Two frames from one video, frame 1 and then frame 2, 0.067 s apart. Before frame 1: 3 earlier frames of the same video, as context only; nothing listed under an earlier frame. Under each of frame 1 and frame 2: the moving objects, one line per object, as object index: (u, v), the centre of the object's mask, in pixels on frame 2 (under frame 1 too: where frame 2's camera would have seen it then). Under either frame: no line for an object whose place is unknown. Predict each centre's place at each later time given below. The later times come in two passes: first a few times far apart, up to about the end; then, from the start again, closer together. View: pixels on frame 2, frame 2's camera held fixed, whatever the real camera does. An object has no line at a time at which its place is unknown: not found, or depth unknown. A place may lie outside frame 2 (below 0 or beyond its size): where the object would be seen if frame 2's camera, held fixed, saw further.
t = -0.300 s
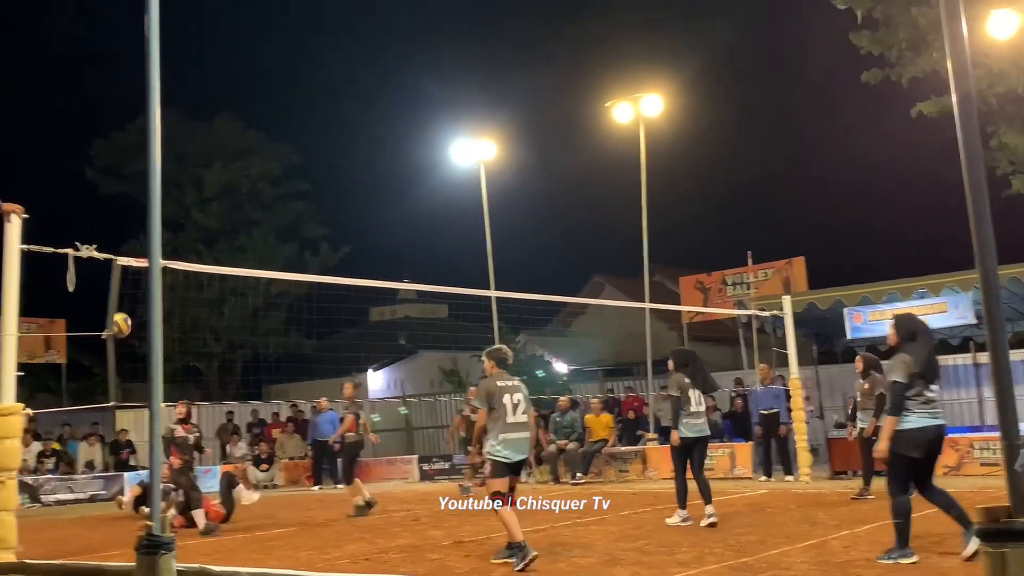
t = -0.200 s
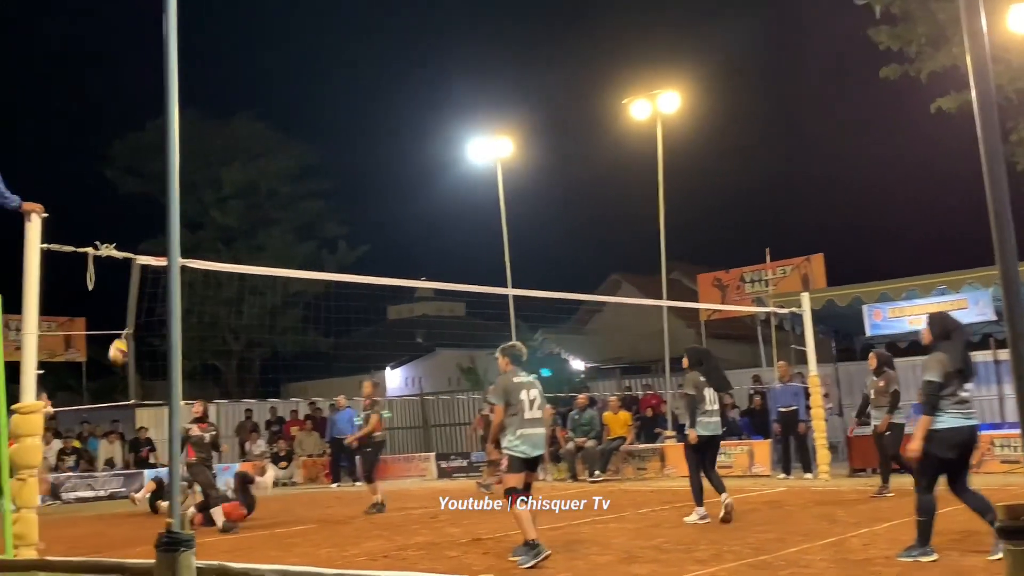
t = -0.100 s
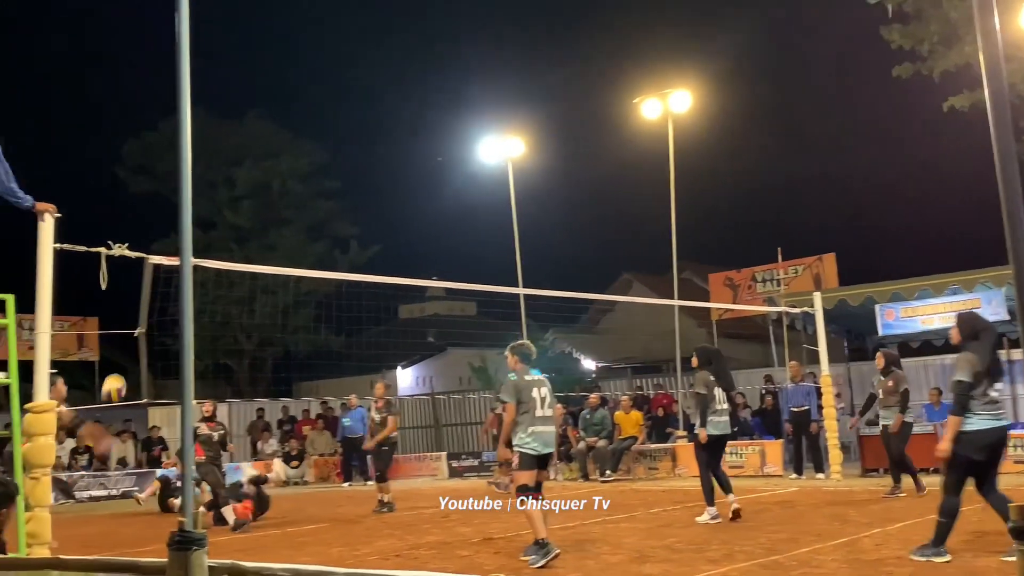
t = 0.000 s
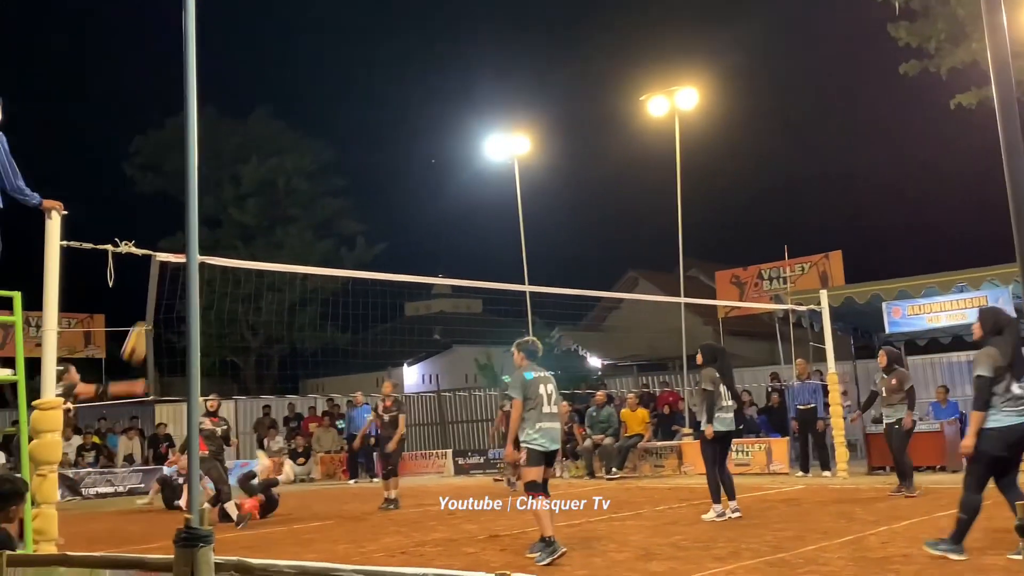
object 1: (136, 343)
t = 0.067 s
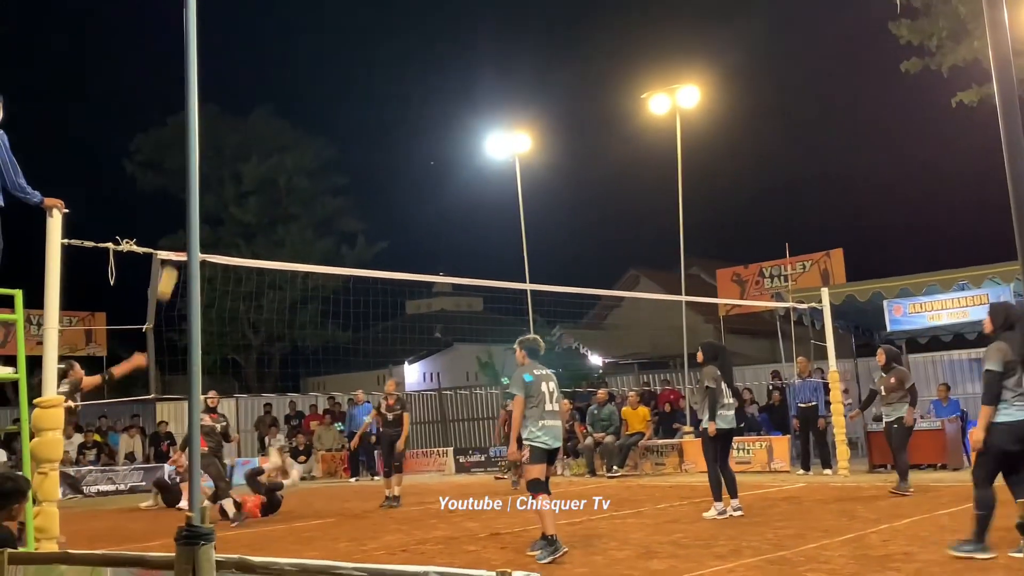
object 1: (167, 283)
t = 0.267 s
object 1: (225, 159)
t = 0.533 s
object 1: (292, 72)
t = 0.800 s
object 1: (348, 56)
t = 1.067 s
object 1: (398, 95)
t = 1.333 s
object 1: (443, 180)
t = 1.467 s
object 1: (464, 237)
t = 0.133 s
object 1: (180, 237)
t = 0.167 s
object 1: (203, 210)
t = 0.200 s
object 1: (208, 193)
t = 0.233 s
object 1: (215, 175)
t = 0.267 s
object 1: (225, 159)
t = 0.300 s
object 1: (234, 143)
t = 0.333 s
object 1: (243, 129)
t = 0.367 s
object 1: (252, 117)
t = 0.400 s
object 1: (260, 106)
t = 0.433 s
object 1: (269, 96)
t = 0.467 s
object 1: (276, 86)
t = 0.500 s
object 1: (284, 79)
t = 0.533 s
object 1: (292, 72)
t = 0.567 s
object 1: (299, 67)
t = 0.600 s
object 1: (306, 62)
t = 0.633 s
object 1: (314, 59)
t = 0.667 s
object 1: (321, 56)
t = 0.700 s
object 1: (328, 55)
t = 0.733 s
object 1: (335, 54)
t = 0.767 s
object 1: (341, 55)
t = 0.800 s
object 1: (348, 56)
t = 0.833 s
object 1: (354, 58)
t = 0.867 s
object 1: (361, 61)
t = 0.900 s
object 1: (367, 65)
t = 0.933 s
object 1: (374, 69)
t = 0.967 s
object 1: (380, 75)
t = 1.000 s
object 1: (386, 81)
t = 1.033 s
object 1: (392, 88)
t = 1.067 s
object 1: (398, 95)
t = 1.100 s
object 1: (404, 103)
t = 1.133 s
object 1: (410, 112)
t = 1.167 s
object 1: (415, 122)
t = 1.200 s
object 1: (421, 132)
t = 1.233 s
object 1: (427, 143)
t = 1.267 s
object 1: (432, 155)
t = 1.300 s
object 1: (438, 167)
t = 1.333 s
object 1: (443, 180)
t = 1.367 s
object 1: (448, 193)
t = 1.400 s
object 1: (454, 208)
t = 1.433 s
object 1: (458, 222)
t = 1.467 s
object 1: (464, 237)
